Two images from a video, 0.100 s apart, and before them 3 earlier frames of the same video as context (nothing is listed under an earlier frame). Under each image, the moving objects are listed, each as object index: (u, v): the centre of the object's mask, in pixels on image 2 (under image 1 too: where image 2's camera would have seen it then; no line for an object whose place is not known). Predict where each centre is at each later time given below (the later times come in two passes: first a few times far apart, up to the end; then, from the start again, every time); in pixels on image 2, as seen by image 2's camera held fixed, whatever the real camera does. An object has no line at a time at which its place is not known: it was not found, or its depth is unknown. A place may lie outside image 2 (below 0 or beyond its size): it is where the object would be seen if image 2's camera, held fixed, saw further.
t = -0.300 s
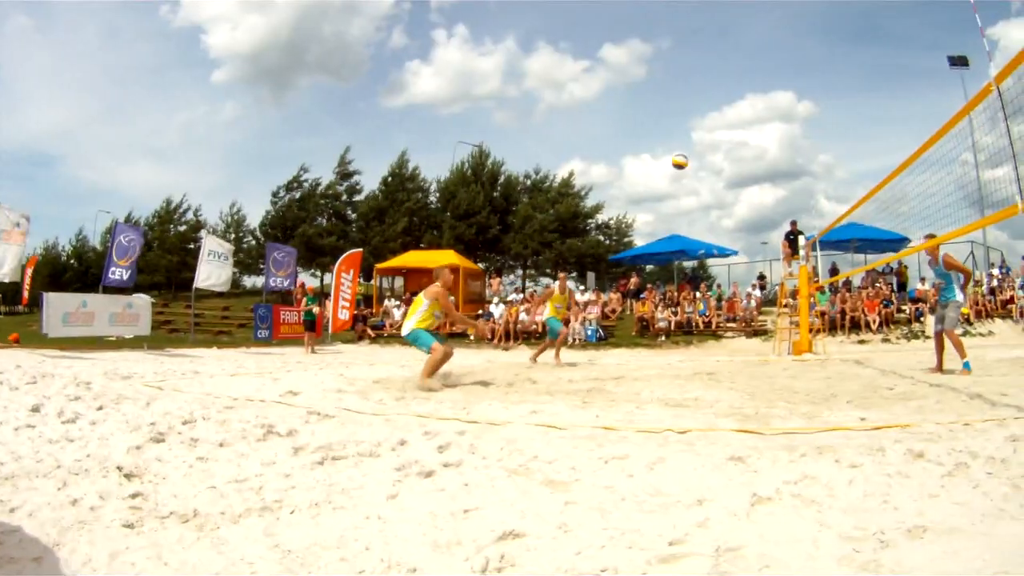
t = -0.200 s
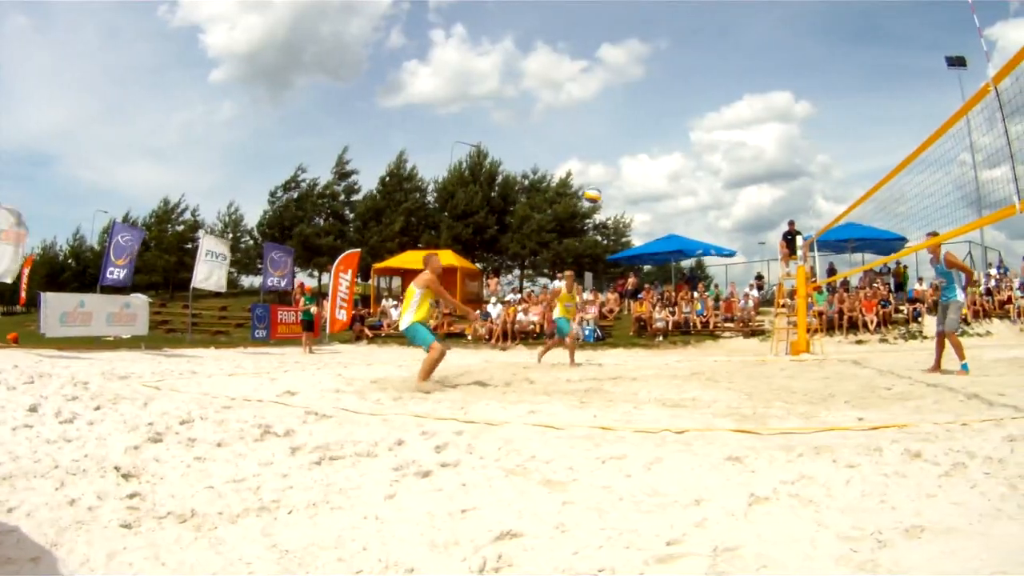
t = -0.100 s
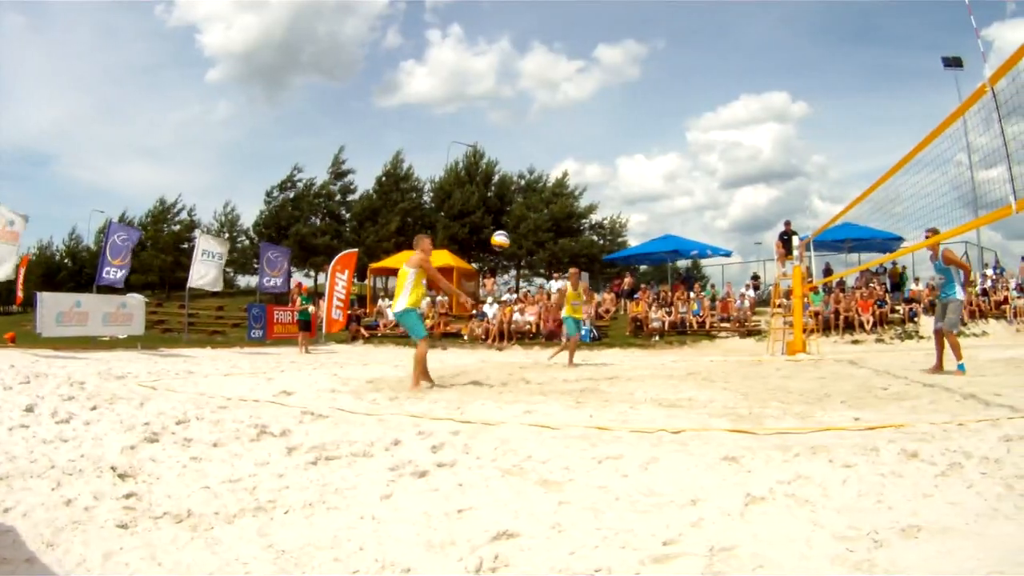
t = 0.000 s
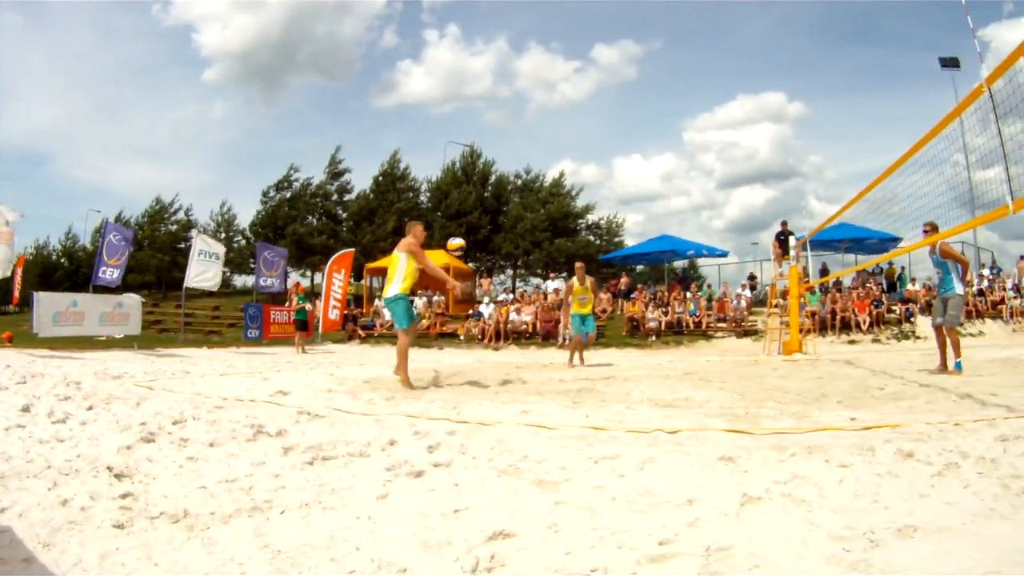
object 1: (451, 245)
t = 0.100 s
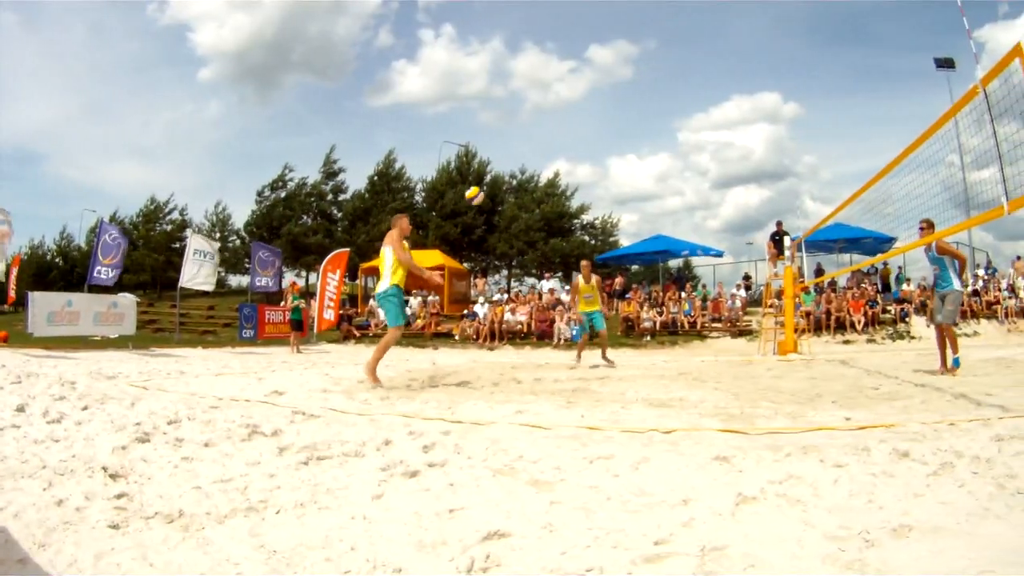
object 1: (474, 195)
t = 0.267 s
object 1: (511, 134)
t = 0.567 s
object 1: (574, 86)
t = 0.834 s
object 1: (630, 97)
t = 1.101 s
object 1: (688, 162)
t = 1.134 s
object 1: (695, 173)
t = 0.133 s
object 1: (482, 181)
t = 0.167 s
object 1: (489, 168)
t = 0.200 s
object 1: (497, 156)
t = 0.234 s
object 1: (505, 144)
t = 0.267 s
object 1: (511, 134)
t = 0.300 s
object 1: (518, 126)
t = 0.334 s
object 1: (526, 117)
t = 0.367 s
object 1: (533, 110)
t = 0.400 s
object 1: (540, 104)
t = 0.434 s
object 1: (547, 99)
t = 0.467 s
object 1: (554, 95)
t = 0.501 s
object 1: (561, 92)
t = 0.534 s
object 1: (568, 89)
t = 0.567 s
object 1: (574, 86)
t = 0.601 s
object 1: (582, 85)
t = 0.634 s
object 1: (589, 85)
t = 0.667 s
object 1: (595, 86)
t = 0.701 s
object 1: (602, 87)
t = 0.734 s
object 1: (610, 89)
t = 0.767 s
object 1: (617, 91)
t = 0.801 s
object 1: (624, 94)
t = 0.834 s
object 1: (630, 97)
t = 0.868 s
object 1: (637, 103)
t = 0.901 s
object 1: (645, 109)
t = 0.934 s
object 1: (652, 116)
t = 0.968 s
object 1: (660, 123)
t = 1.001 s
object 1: (667, 132)
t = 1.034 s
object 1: (674, 142)
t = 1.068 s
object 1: (681, 152)
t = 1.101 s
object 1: (688, 162)
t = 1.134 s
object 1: (695, 173)
